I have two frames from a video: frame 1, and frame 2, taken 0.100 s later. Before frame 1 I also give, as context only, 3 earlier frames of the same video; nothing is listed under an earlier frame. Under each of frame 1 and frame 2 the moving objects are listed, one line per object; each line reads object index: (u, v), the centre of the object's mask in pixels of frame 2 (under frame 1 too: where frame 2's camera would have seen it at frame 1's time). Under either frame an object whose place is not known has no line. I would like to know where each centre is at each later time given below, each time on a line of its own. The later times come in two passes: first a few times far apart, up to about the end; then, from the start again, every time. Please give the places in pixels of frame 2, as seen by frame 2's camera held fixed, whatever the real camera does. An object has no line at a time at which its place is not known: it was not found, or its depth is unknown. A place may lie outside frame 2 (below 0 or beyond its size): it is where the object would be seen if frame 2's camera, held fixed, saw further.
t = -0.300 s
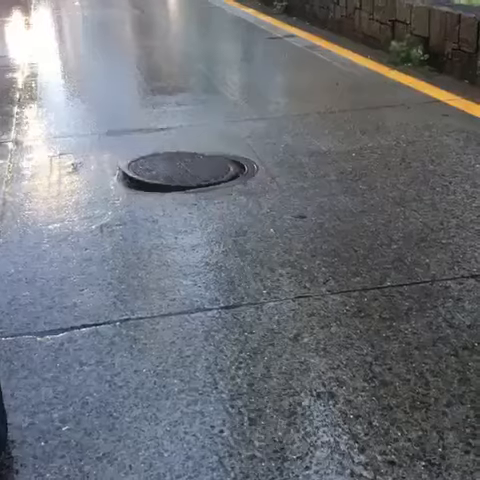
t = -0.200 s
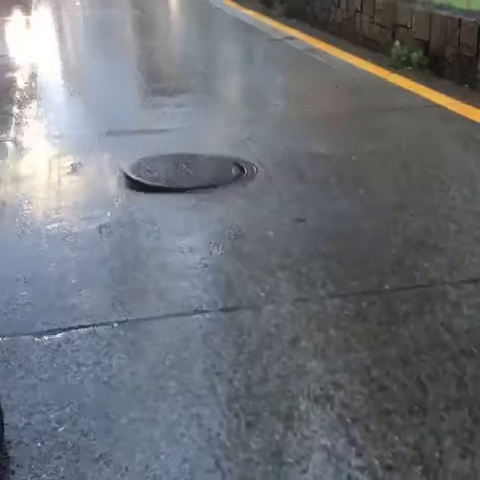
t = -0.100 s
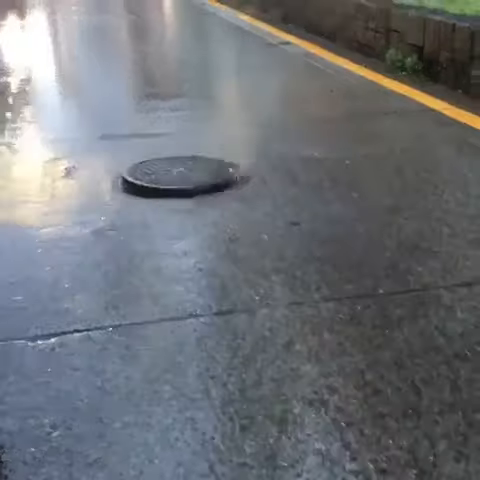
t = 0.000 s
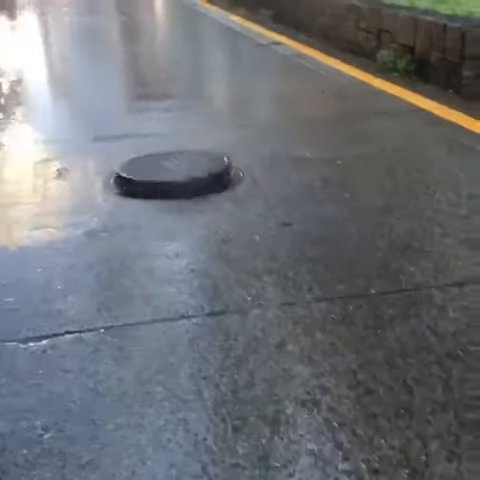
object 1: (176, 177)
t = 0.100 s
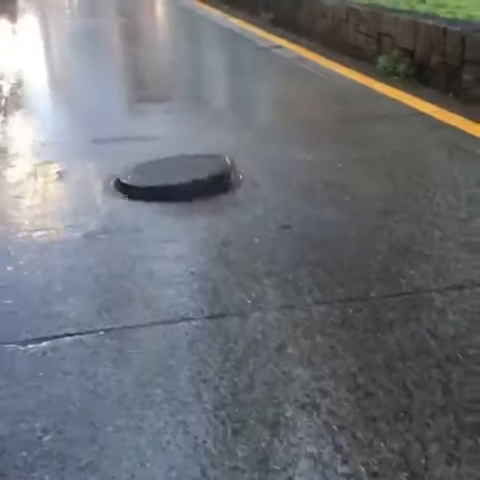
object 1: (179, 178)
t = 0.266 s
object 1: (181, 179)
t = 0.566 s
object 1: (176, 181)
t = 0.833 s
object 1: (173, 174)
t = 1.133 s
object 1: (175, 176)
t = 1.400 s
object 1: (176, 172)
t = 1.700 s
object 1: (176, 177)
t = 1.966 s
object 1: (173, 179)
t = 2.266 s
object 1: (171, 180)
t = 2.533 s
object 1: (173, 178)
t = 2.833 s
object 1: (176, 180)
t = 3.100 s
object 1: (172, 178)
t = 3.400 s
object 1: (145, 179)
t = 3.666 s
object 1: (167, 179)
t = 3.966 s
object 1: (172, 180)
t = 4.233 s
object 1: (179, 176)
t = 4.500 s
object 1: (172, 181)
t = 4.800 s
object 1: (170, 181)
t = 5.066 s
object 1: (172, 178)
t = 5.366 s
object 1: (172, 181)
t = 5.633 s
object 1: (173, 181)
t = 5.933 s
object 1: (173, 179)
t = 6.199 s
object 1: (172, 179)
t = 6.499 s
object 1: (177, 180)
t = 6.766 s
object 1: (177, 180)
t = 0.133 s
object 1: (181, 180)
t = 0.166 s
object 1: (181, 180)
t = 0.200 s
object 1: (181, 180)
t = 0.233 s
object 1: (181, 179)
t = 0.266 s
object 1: (181, 179)
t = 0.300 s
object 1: (181, 179)
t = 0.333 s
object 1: (180, 180)
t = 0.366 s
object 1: (180, 180)
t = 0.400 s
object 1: (180, 180)
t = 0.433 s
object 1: (178, 180)
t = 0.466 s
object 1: (177, 181)
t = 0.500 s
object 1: (175, 182)
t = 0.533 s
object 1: (176, 181)
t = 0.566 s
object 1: (176, 181)
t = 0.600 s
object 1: (176, 181)
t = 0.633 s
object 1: (176, 180)
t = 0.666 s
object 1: (174, 180)
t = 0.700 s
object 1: (173, 178)
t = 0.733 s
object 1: (172, 176)
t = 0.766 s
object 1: (173, 175)
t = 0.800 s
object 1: (173, 174)
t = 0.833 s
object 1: (173, 174)
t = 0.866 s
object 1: (173, 175)
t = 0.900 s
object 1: (173, 177)
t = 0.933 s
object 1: (172, 179)
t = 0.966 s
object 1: (171, 180)
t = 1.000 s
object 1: (172, 179)
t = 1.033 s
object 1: (172, 178)
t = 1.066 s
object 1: (173, 177)
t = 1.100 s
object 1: (173, 177)
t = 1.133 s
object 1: (175, 176)
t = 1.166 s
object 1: (176, 176)
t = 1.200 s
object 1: (178, 177)
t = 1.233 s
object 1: (177, 177)
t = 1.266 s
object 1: (176, 177)
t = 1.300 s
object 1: (176, 176)
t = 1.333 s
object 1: (176, 174)
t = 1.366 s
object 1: (176, 173)
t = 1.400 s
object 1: (176, 172)
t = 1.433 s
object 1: (175, 172)
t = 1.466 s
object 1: (175, 172)
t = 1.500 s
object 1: (176, 174)
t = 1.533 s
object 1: (176, 175)
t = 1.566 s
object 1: (176, 175)
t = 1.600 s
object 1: (176, 176)
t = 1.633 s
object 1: (176, 176)
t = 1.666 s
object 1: (175, 177)
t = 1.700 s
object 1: (176, 177)
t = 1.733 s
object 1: (175, 178)
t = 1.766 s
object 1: (176, 178)
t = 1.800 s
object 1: (175, 178)
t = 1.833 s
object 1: (175, 178)
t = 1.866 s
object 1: (173, 180)
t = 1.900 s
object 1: (173, 179)
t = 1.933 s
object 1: (173, 179)
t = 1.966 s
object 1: (173, 179)
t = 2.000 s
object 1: (174, 179)
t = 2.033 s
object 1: (174, 179)
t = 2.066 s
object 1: (175, 181)
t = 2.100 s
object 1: (175, 182)
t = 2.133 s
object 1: (174, 182)
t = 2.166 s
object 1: (174, 182)
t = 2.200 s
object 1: (173, 181)
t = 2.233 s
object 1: (172, 180)
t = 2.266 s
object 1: (171, 180)
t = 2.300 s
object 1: (171, 180)
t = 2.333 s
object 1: (172, 180)
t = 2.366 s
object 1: (174, 181)
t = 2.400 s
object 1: (174, 181)
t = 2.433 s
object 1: (172, 181)
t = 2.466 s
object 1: (172, 180)
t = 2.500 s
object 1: (172, 179)
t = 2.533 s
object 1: (173, 178)
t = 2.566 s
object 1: (173, 179)
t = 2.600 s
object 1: (174, 180)
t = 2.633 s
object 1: (177, 180)
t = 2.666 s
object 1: (177, 180)
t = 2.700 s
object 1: (177, 181)
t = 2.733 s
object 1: (178, 181)
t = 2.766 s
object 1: (177, 181)
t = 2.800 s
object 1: (176, 180)
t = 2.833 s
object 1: (176, 180)
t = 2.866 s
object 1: (175, 179)
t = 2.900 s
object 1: (174, 179)
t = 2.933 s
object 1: (173, 180)
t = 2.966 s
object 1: (173, 180)
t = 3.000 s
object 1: (173, 179)
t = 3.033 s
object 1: (171, 179)
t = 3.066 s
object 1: (171, 179)
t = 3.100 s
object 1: (172, 178)
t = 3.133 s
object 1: (173, 178)
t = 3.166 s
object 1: (174, 177)
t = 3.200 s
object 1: (175, 176)
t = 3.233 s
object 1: (175, 176)
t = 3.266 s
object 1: (175, 176)
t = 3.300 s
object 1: (170, 177)
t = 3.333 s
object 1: (154, 174)
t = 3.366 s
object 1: (144, 178)
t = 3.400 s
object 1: (145, 179)
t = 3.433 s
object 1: (143, 174)
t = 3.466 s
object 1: (137, 171)
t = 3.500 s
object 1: (136, 166)
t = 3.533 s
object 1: (135, 165)
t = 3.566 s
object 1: (134, 167)
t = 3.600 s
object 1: (164, 179)
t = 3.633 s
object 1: (168, 179)
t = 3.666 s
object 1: (167, 179)
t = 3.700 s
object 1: (167, 179)
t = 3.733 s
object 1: (167, 179)
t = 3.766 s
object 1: (168, 179)
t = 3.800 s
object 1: (169, 179)
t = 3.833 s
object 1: (170, 178)
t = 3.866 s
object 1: (170, 179)
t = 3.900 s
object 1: (171, 179)
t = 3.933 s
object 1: (171, 180)
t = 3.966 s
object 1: (172, 180)
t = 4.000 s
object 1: (173, 180)
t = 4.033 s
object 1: (173, 179)
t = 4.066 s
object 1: (172, 177)
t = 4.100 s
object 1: (175, 176)
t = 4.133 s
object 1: (176, 175)
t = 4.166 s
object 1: (176, 175)
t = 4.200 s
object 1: (177, 175)
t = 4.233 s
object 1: (179, 176)
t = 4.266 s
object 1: (179, 178)
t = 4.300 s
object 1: (177, 180)
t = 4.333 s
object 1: (177, 180)
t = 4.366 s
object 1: (175, 181)
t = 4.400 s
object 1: (174, 181)
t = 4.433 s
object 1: (174, 181)
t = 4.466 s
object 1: (174, 181)
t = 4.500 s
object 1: (172, 181)
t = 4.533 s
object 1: (172, 181)
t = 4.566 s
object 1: (171, 181)
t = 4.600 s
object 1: (170, 181)
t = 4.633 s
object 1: (170, 181)
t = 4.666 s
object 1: (170, 181)
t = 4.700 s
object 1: (170, 181)
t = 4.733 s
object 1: (170, 181)
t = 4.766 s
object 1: (170, 181)
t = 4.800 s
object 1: (170, 181)
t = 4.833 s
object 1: (171, 180)
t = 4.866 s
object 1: (172, 181)
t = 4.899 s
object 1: (172, 181)
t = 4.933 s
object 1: (172, 180)
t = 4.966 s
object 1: (172, 180)
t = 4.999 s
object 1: (172, 179)
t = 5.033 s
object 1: (172, 179)
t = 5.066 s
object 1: (172, 178)
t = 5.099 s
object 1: (173, 179)
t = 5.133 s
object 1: (173, 179)
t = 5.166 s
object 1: (173, 180)
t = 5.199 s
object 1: (173, 180)
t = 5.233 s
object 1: (172, 181)
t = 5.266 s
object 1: (172, 181)
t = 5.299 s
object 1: (172, 181)
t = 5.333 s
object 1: (172, 181)
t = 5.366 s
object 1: (172, 181)
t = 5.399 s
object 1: (172, 181)
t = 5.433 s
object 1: (172, 181)
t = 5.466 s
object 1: (172, 181)
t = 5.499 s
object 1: (172, 181)
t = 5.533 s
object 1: (173, 181)
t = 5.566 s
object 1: (173, 181)
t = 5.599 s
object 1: (173, 181)
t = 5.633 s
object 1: (173, 181)
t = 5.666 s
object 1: (173, 181)
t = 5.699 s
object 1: (175, 180)
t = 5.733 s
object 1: (176, 180)
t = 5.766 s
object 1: (175, 181)
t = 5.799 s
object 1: (174, 182)
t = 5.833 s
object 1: (175, 181)
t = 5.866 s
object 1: (174, 181)
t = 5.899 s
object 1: (173, 181)
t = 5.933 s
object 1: (173, 179)
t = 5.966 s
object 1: (173, 179)
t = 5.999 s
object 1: (173, 178)
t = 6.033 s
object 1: (173, 178)
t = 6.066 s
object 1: (173, 178)
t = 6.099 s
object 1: (173, 178)
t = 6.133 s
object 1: (173, 179)
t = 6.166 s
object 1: (172, 179)
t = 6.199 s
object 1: (172, 179)
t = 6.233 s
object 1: (173, 180)
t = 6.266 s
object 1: (173, 180)
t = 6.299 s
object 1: (175, 180)
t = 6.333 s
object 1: (174, 180)
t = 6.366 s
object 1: (175, 180)
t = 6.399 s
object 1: (176, 180)
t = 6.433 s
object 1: (175, 180)
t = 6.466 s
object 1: (175, 181)
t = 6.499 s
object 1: (177, 180)
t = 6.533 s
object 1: (176, 181)
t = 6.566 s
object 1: (175, 181)
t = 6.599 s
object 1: (174, 181)
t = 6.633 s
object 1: (175, 181)
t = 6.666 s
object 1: (174, 181)
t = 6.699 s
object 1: (176, 181)
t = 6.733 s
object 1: (175, 181)
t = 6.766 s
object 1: (177, 180)
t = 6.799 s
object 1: (175, 182)
